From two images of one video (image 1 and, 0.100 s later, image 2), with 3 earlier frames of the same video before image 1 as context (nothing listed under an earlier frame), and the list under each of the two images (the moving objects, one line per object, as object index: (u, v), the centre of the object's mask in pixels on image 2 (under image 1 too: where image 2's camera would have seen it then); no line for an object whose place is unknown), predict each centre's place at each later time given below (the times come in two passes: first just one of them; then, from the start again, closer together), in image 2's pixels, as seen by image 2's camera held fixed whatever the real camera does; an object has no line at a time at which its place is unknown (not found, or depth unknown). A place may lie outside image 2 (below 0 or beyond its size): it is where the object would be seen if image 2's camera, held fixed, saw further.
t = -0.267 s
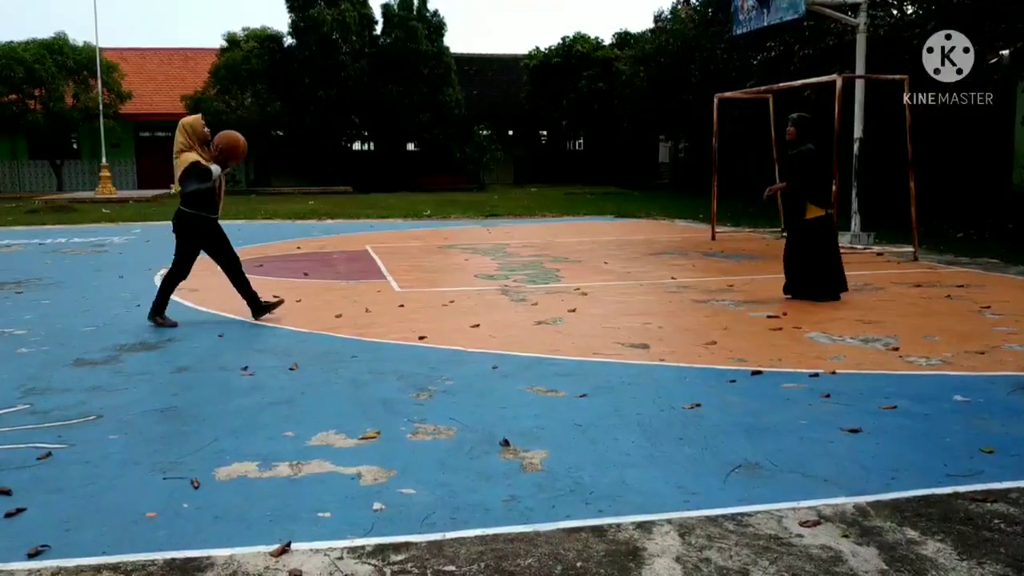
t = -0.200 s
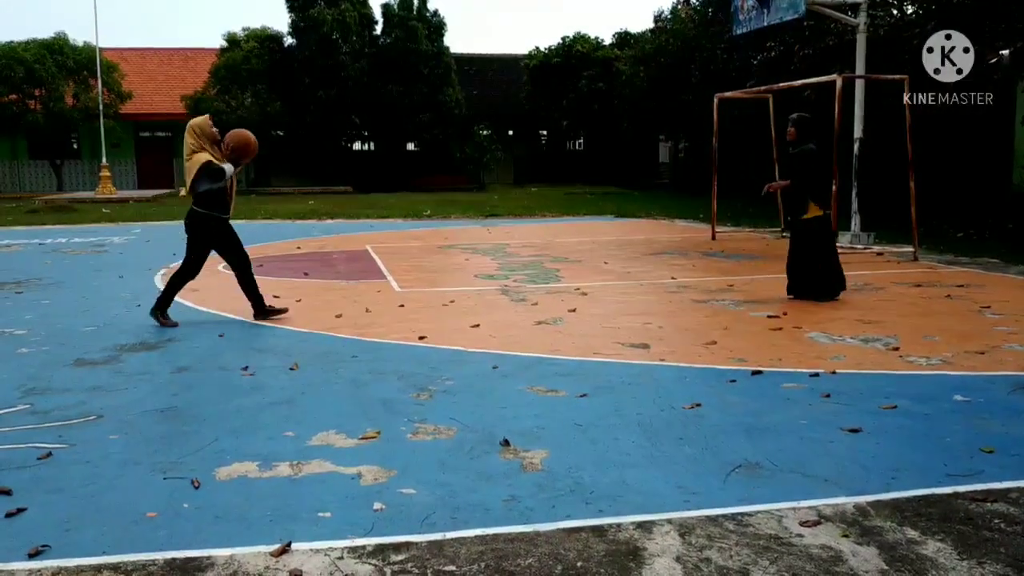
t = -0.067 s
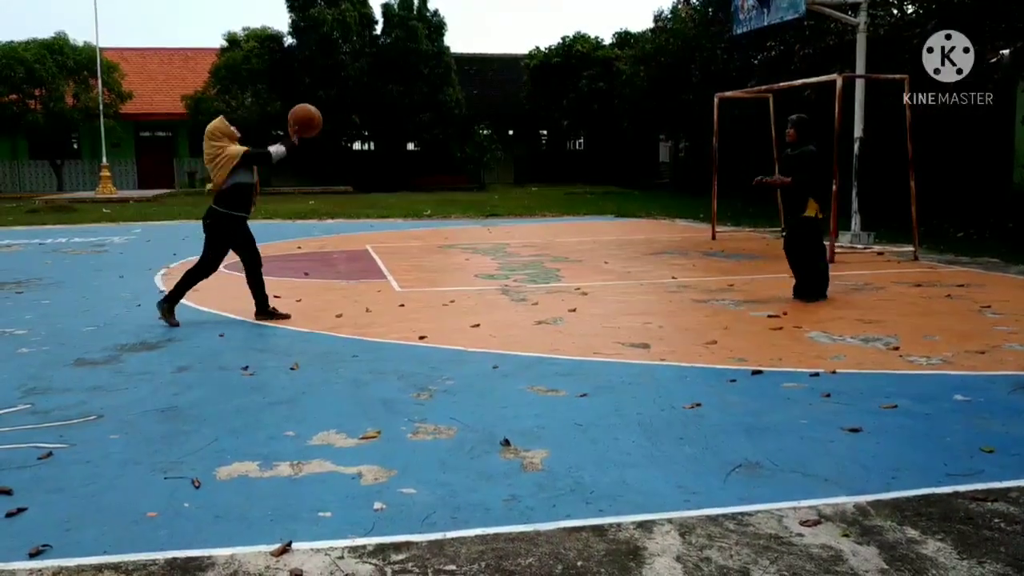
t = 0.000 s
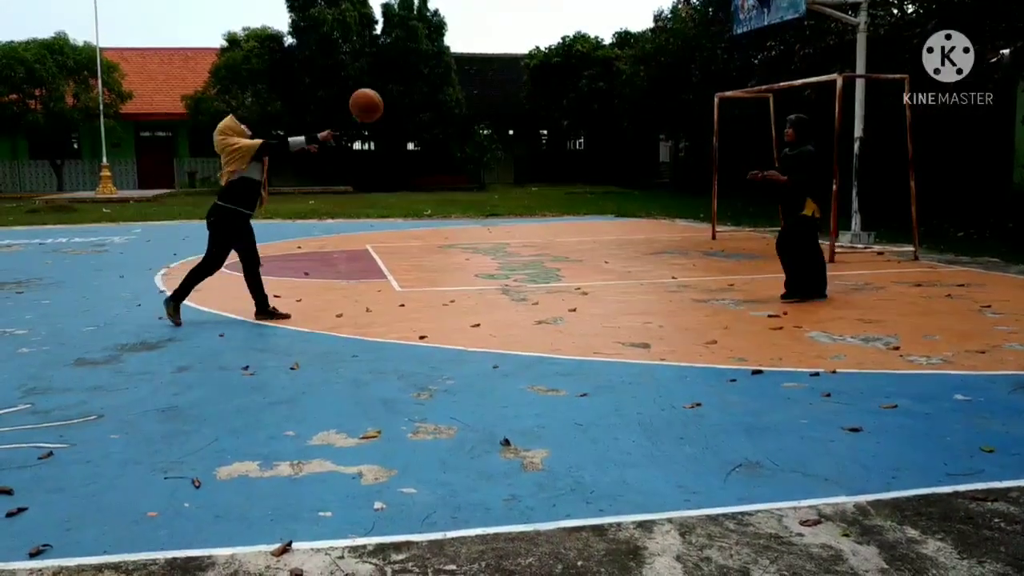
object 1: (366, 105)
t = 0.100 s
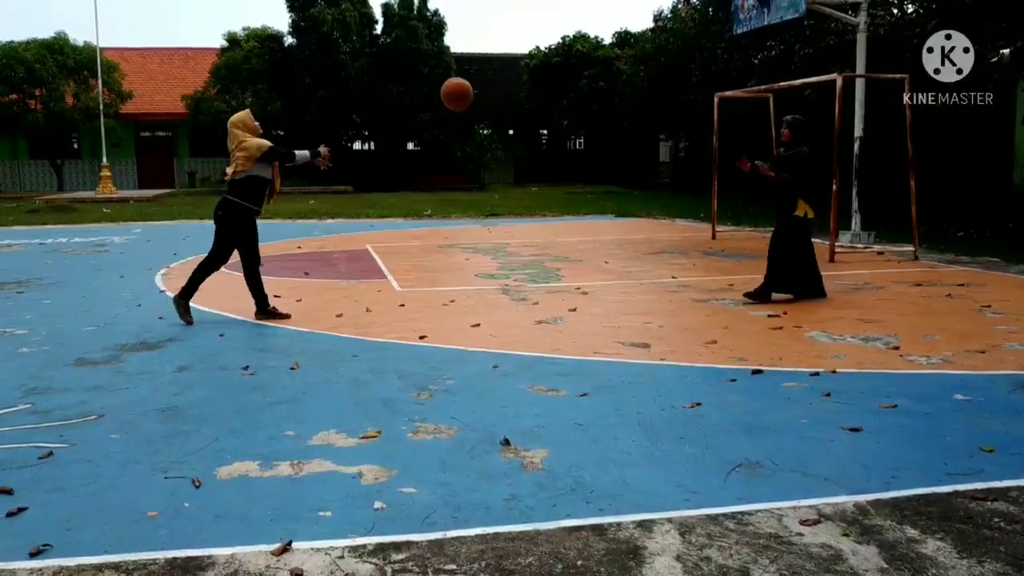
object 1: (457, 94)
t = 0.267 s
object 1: (599, 106)
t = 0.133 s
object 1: (486, 93)
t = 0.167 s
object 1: (515, 94)
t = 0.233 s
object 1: (571, 100)
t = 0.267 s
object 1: (599, 106)
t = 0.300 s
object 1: (627, 112)
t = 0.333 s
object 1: (653, 120)
